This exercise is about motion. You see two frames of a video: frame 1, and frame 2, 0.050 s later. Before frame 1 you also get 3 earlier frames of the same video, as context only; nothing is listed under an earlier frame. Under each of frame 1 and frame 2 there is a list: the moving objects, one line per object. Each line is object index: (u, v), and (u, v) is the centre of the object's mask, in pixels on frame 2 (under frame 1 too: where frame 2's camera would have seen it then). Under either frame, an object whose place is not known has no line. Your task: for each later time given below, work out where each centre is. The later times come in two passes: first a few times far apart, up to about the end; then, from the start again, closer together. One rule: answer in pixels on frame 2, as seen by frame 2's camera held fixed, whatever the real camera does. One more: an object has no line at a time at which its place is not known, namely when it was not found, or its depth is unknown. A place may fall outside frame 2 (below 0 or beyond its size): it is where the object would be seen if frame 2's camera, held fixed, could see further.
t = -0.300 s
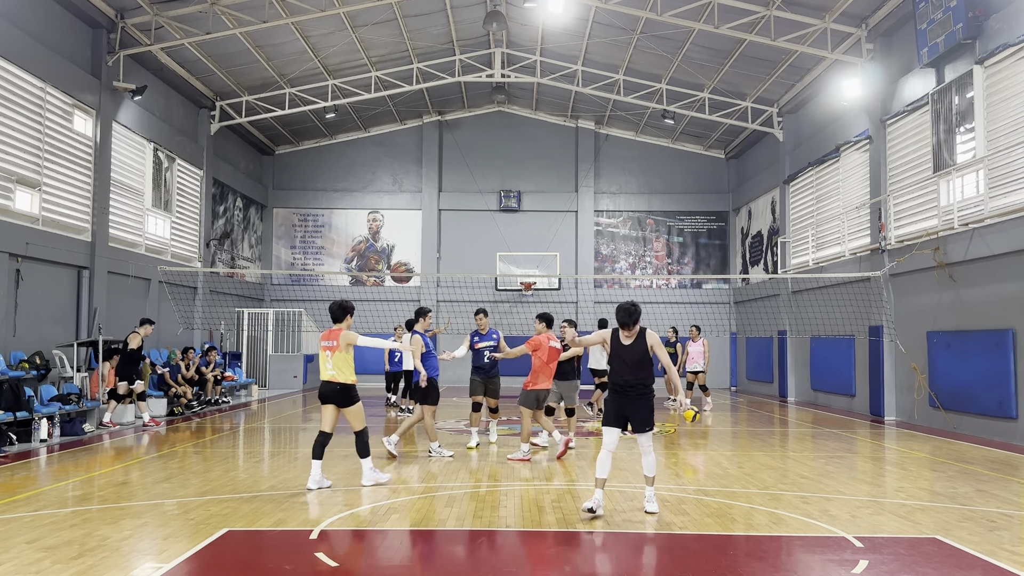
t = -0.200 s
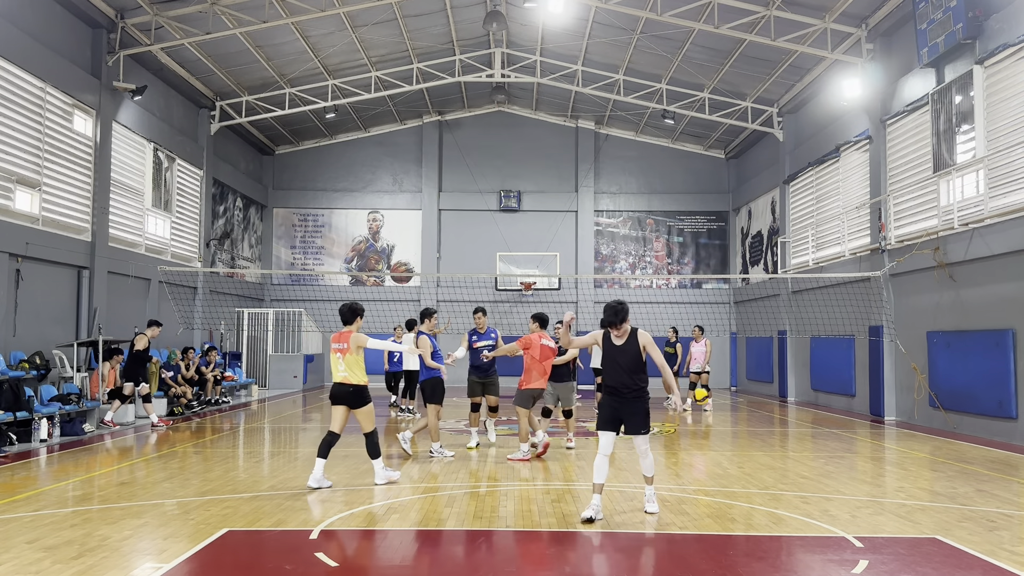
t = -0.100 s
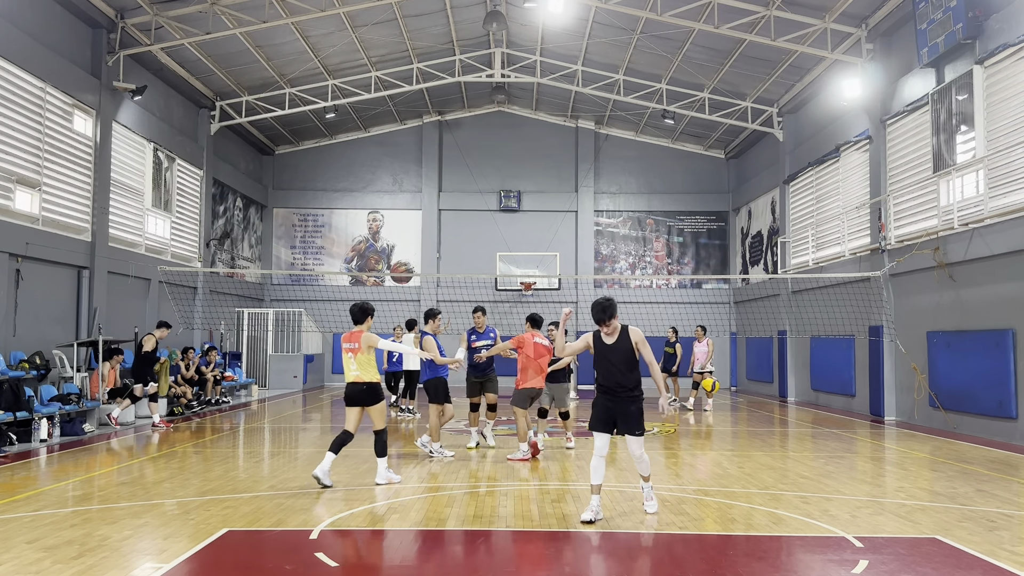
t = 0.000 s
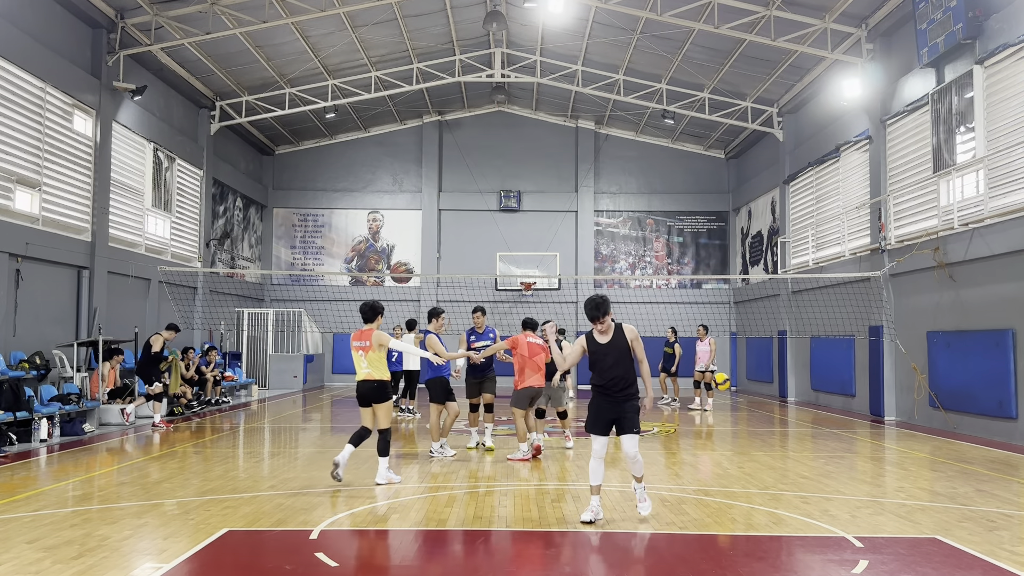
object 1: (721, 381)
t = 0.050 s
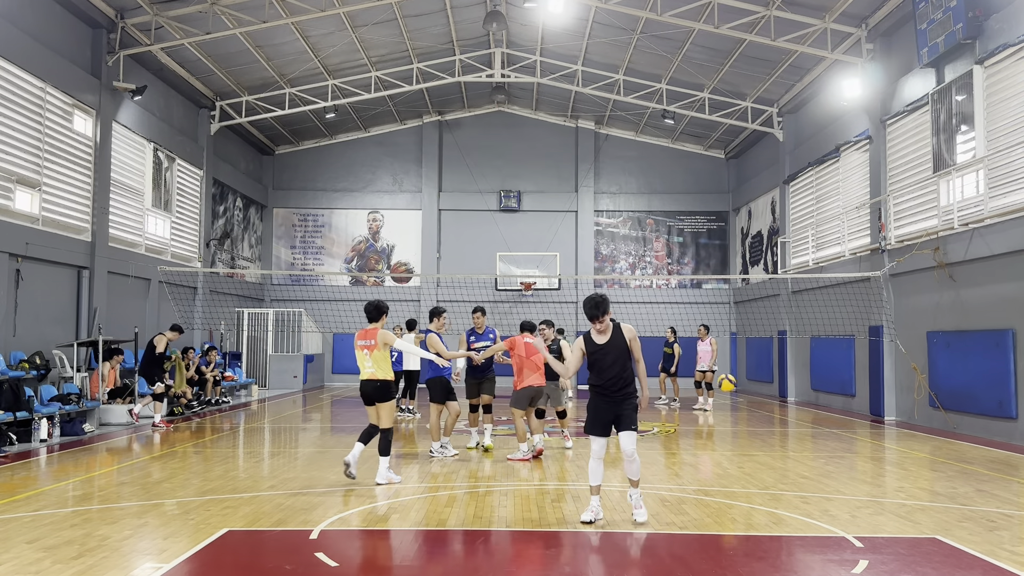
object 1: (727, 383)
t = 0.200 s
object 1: (744, 400)
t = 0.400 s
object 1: (770, 457)
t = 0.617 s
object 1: (799, 422)
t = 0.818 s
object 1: (830, 424)
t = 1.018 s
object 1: (866, 471)
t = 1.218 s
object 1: (904, 460)
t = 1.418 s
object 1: (948, 465)
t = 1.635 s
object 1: (1005, 517)
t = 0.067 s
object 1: (728, 384)
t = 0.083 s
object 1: (730, 385)
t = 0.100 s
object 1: (732, 386)
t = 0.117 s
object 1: (734, 388)
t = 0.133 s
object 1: (736, 390)
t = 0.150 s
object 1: (738, 392)
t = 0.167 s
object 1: (740, 394)
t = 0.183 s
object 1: (742, 397)
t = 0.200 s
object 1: (744, 400)
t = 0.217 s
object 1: (746, 403)
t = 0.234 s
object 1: (748, 406)
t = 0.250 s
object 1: (750, 410)
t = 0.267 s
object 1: (752, 414)
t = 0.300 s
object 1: (757, 422)
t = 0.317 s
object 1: (759, 427)
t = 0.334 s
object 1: (761, 433)
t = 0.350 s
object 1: (763, 438)
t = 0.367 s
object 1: (766, 444)
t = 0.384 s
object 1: (768, 450)
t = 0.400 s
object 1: (770, 457)
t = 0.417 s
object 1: (773, 457)
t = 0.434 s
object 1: (774, 453)
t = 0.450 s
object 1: (777, 449)
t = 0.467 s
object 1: (779, 445)
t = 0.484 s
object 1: (781, 442)
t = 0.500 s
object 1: (783, 439)
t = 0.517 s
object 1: (785, 436)
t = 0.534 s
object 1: (788, 433)
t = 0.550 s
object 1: (790, 430)
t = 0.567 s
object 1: (792, 428)
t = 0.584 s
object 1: (795, 426)
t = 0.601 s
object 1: (797, 424)
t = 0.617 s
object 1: (799, 422)
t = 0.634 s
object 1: (802, 421)
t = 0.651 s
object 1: (805, 420)
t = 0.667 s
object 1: (807, 419)
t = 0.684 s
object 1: (809, 418)
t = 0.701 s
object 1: (812, 418)
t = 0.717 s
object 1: (814, 418)
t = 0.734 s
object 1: (817, 418)
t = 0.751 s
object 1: (819, 419)
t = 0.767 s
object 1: (822, 420)
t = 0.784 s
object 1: (825, 421)
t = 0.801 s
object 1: (828, 422)
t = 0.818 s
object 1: (830, 424)
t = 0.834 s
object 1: (833, 426)
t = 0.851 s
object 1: (836, 428)
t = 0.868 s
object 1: (839, 431)
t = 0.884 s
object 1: (841, 434)
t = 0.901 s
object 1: (845, 438)
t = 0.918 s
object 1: (847, 441)
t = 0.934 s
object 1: (850, 445)
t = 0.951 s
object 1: (853, 450)
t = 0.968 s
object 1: (856, 455)
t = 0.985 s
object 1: (859, 460)
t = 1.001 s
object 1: (863, 465)
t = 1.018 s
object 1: (866, 471)
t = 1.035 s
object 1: (869, 478)
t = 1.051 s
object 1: (872, 485)
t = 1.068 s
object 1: (875, 487)
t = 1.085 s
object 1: (879, 483)
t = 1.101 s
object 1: (882, 479)
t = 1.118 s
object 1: (885, 476)
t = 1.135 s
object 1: (888, 472)
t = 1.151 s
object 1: (891, 469)
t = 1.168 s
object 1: (894, 467)
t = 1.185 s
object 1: (897, 465)
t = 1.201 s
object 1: (901, 462)
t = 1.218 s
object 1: (904, 460)
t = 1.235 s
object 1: (907, 459)
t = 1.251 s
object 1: (911, 458)
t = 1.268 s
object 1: (915, 457)
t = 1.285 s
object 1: (918, 457)
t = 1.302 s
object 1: (922, 457)
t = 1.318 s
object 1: (925, 456)
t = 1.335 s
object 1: (929, 457)
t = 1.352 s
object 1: (933, 458)
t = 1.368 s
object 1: (936, 459)
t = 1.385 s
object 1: (941, 461)
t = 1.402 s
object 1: (944, 463)
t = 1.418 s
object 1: (948, 465)
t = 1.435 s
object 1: (952, 468)
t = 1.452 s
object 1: (956, 472)
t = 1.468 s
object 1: (960, 475)
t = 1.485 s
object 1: (964, 479)
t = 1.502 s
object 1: (969, 484)
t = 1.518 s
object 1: (973, 489)
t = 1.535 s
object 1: (978, 495)
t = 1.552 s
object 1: (982, 500)
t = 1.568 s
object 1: (986, 507)
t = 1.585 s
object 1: (991, 514)
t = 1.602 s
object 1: (996, 522)
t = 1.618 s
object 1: (1001, 521)
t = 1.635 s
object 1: (1005, 517)
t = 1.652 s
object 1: (1008, 513)
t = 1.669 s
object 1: (1011, 510)
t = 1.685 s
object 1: (1013, 507)
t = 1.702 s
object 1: (1016, 504)
